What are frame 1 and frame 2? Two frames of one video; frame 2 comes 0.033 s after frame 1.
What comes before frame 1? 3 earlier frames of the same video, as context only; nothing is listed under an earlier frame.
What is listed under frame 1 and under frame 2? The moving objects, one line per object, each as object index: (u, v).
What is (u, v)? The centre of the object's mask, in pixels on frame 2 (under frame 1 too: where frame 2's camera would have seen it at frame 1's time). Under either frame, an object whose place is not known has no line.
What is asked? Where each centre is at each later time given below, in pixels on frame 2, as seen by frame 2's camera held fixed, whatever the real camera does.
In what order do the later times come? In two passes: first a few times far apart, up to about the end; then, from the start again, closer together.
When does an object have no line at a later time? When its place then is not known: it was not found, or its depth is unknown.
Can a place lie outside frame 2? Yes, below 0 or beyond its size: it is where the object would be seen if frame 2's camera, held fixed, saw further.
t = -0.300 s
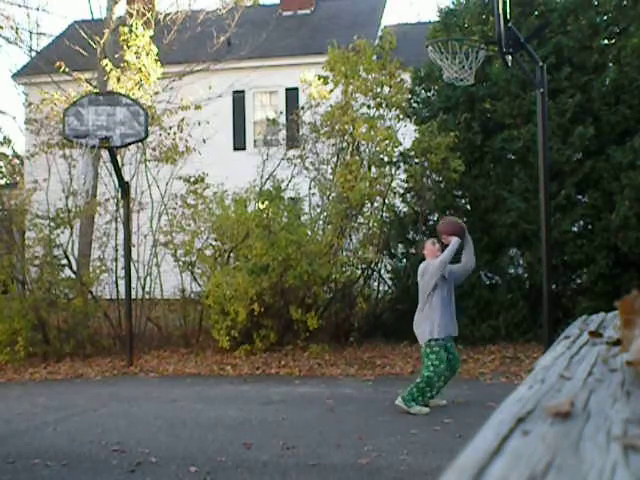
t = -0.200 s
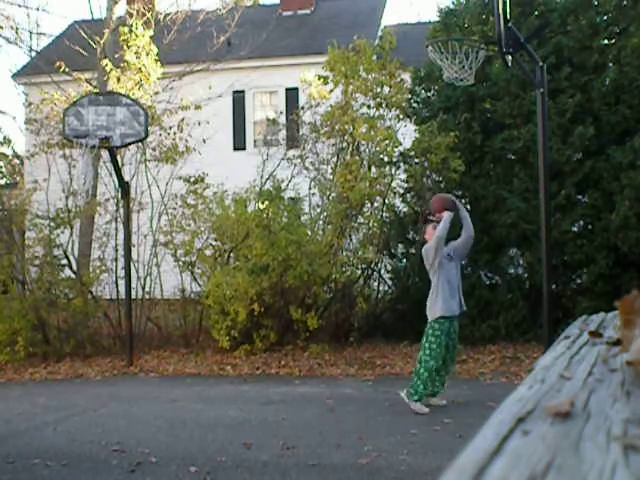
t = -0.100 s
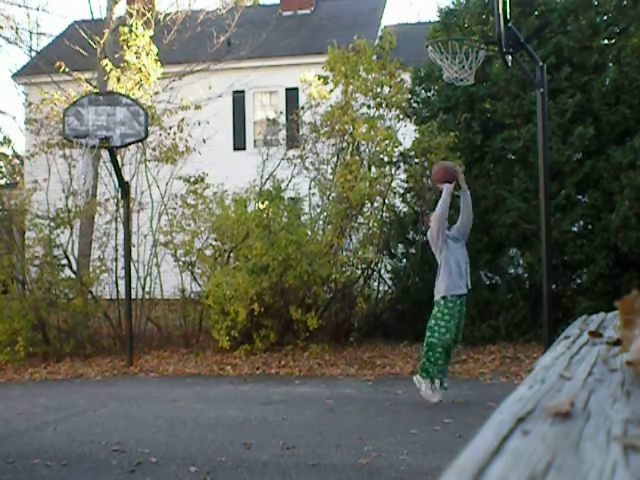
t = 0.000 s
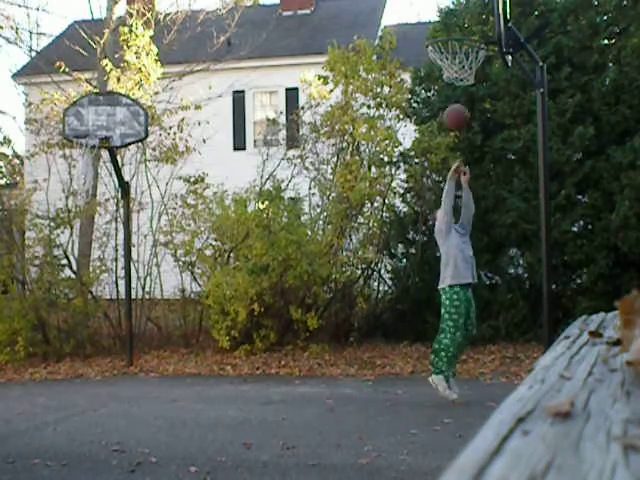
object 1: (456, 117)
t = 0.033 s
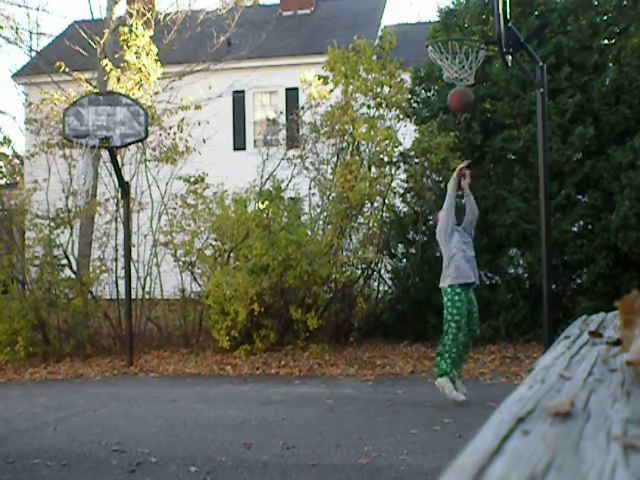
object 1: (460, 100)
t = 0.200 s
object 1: (483, 26)
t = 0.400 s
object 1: (469, 7)
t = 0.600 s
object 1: (450, 29)
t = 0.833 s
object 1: (452, 83)
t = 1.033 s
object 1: (479, 143)
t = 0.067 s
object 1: (462, 89)
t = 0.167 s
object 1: (480, 36)
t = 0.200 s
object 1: (483, 26)
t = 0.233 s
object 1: (485, 15)
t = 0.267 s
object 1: (482, 12)
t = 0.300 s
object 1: (480, 9)
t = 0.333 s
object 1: (477, 9)
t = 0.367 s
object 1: (473, 7)
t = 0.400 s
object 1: (469, 7)
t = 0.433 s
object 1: (467, 8)
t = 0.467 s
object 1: (462, 10)
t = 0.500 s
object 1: (460, 12)
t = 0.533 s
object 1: (455, 18)
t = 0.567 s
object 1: (453, 23)
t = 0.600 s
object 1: (450, 29)
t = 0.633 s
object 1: (444, 37)
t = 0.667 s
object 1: (439, 52)
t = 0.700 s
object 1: (439, 64)
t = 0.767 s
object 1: (443, 78)
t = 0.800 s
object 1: (448, 79)
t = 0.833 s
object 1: (452, 83)
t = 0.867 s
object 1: (456, 90)
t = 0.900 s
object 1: (461, 97)
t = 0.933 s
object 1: (465, 107)
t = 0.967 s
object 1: (470, 119)
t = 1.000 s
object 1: (475, 130)
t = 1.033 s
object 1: (479, 143)
